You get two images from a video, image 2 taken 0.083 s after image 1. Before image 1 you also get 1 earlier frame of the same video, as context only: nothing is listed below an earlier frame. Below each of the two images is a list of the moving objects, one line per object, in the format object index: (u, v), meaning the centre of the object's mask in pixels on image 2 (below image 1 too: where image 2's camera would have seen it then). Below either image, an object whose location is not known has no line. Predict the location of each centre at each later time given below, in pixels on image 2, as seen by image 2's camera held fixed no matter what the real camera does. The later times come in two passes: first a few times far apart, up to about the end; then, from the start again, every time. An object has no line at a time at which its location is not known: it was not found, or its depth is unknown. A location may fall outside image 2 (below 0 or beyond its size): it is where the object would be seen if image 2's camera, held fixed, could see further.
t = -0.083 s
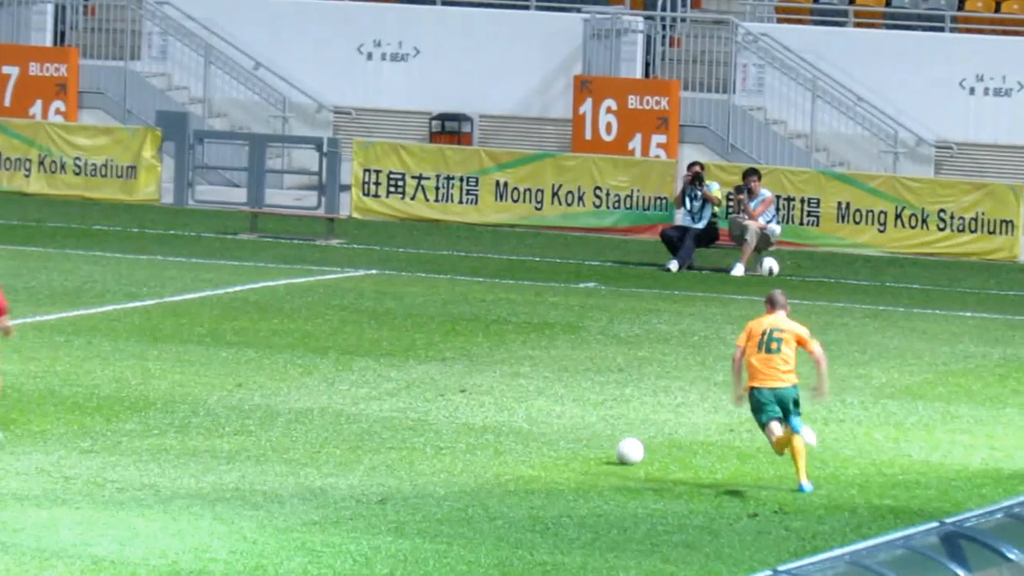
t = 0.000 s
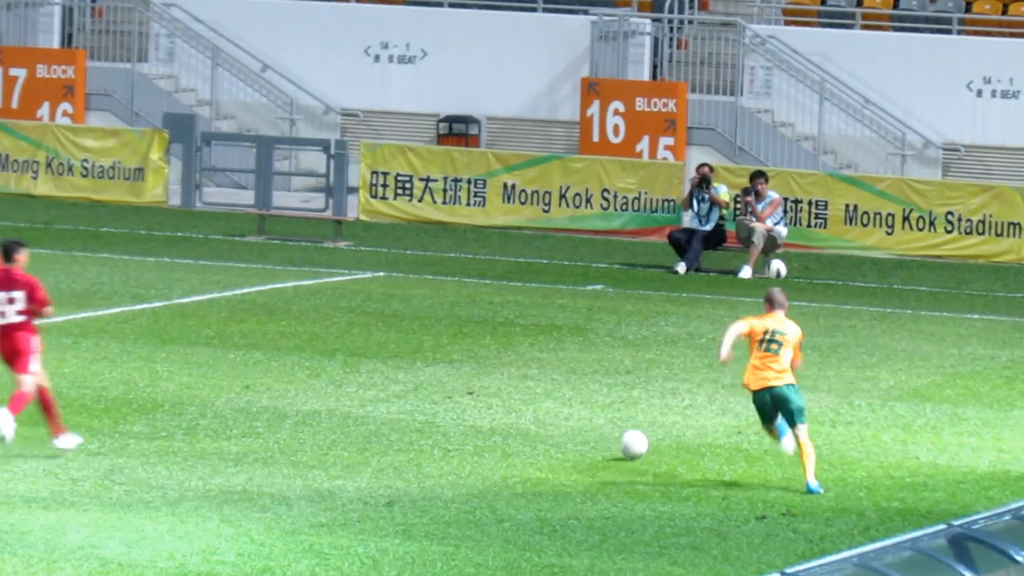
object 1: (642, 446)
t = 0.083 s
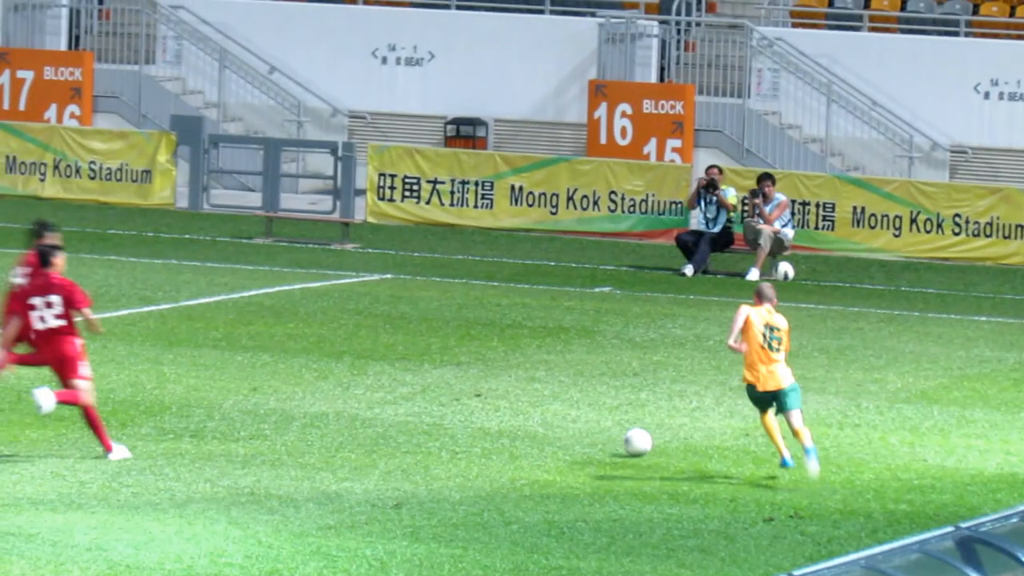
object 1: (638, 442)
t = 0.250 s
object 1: (630, 430)
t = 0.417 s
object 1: (623, 420)
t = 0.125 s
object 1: (636, 441)
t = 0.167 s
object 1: (634, 436)
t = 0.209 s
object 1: (632, 432)
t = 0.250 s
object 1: (630, 430)
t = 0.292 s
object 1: (628, 429)
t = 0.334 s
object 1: (626, 426)
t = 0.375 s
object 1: (625, 422)
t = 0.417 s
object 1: (623, 420)
